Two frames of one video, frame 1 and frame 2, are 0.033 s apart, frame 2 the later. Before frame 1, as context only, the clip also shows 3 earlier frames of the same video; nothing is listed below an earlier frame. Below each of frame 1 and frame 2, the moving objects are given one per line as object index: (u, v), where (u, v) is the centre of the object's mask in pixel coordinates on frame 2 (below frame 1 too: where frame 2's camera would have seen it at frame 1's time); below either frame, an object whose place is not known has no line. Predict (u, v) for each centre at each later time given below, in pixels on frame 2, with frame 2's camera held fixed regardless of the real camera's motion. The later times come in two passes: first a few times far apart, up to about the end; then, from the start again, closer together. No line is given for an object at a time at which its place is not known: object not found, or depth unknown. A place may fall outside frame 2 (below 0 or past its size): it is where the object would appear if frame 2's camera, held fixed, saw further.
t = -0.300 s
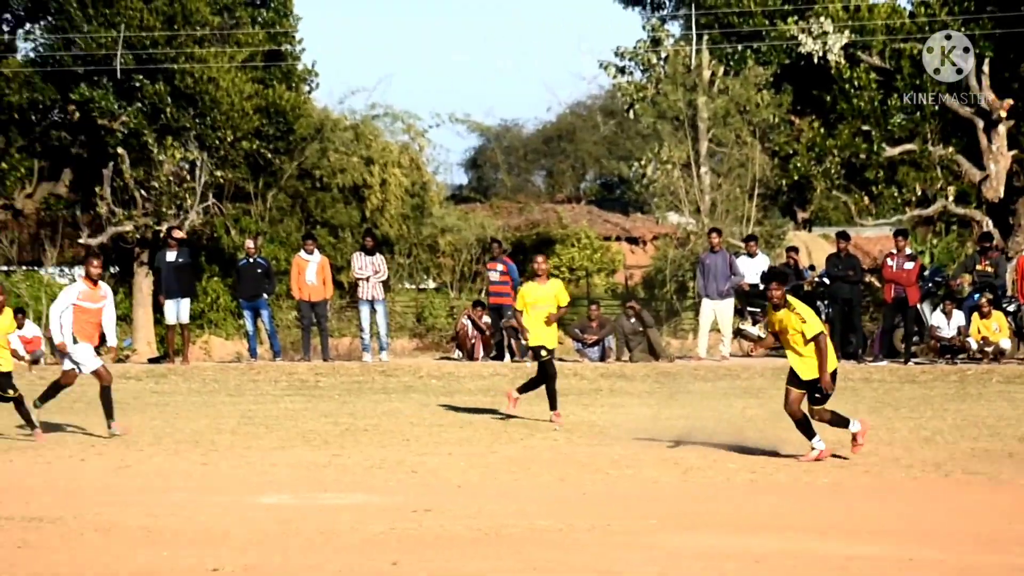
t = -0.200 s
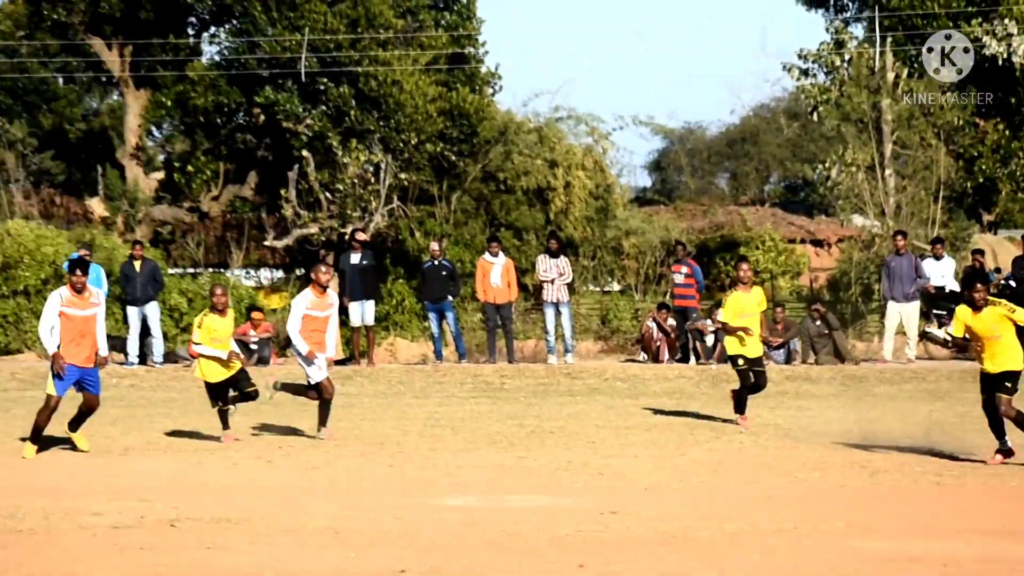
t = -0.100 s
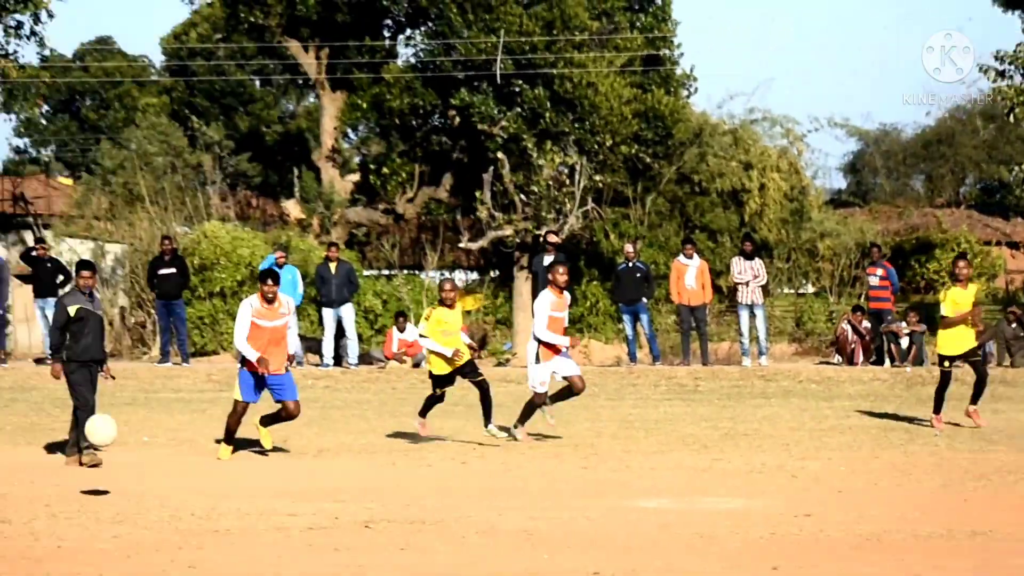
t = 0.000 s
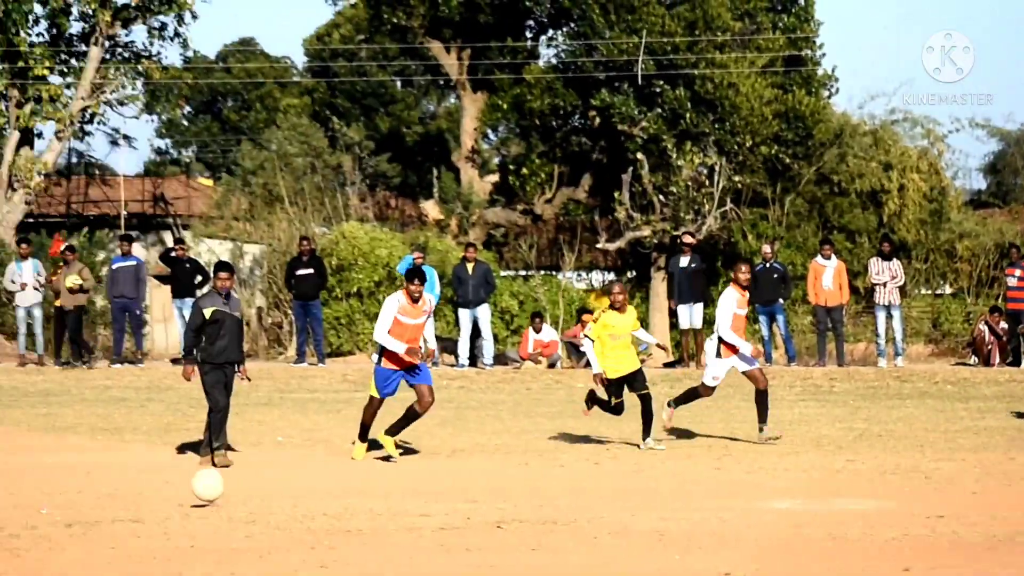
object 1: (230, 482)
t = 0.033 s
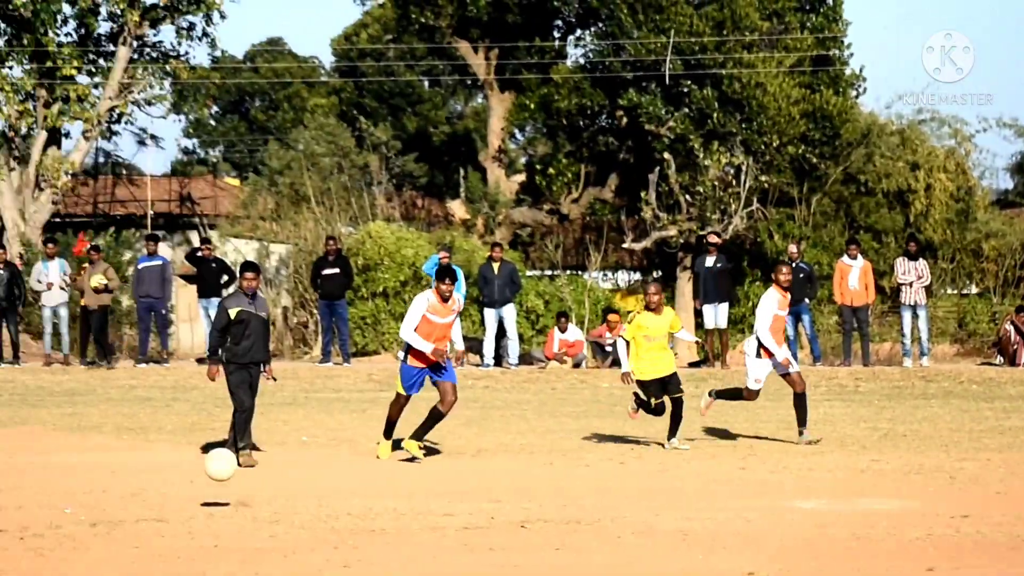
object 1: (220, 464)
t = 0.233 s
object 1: (147, 383)
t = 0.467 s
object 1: (55, 363)
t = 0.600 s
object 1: (1, 391)
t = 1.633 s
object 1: (50, 525)
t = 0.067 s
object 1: (209, 448)
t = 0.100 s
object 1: (197, 432)
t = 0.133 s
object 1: (185, 417)
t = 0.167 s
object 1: (172, 404)
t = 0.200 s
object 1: (160, 393)
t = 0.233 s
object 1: (147, 383)
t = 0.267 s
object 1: (134, 375)
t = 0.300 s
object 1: (121, 368)
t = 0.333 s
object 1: (108, 363)
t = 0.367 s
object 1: (93, 360)
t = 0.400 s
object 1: (81, 359)
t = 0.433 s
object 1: (68, 360)
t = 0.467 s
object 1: (55, 363)
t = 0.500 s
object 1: (42, 367)
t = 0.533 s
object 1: (28, 373)
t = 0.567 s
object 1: (15, 382)
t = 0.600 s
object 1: (1, 391)
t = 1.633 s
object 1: (50, 525)
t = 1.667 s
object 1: (49, 529)
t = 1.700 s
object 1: (47, 537)
